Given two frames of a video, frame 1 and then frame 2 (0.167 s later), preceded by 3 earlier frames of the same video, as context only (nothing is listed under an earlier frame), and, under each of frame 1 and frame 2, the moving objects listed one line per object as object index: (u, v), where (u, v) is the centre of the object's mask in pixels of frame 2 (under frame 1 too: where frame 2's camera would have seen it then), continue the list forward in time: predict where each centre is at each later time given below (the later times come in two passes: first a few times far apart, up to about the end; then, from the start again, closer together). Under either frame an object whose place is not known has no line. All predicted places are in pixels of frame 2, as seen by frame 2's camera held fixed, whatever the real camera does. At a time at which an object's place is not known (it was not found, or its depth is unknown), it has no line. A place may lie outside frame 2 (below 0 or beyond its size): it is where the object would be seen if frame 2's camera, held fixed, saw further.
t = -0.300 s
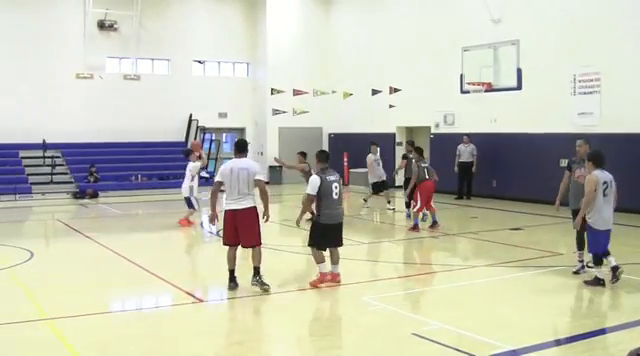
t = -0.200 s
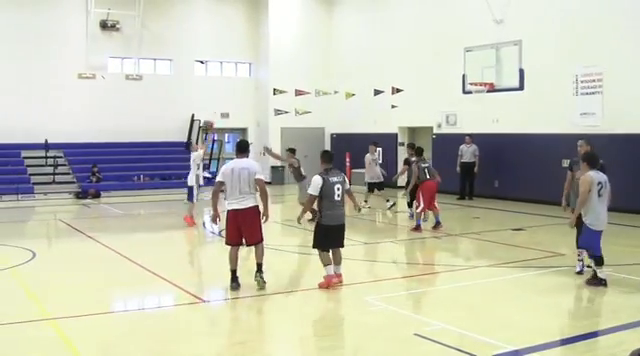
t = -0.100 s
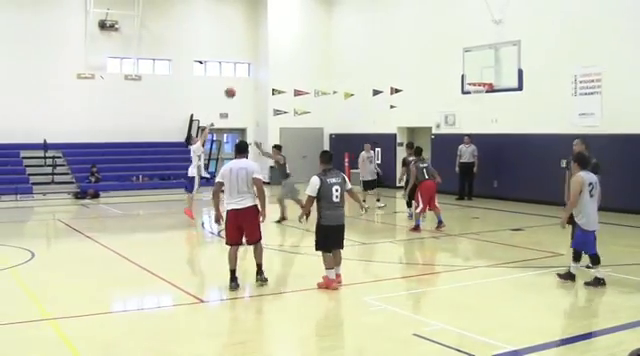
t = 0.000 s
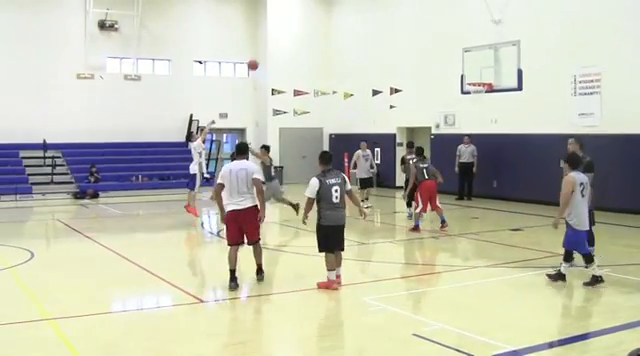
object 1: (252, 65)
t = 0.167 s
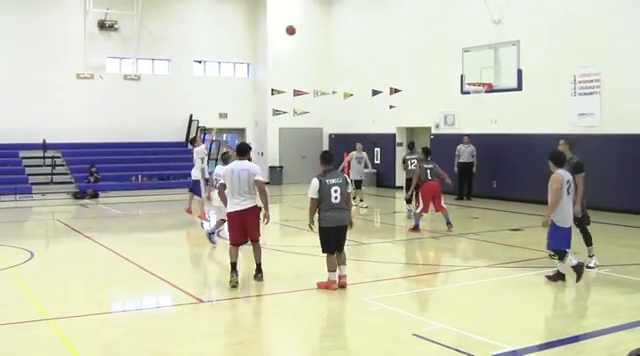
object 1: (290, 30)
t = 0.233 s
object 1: (305, 20)
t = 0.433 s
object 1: (349, 4)
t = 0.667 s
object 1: (399, 6)
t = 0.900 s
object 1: (447, 34)
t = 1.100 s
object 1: (485, 76)
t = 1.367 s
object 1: (493, 62)
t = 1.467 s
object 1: (490, 62)
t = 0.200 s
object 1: (298, 25)
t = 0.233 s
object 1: (305, 20)
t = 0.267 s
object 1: (313, 16)
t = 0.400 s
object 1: (342, 5)
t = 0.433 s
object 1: (349, 4)
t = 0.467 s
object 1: (357, 3)
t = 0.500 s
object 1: (364, 3)
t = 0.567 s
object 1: (378, 3)
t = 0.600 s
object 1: (385, 4)
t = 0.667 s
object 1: (399, 6)
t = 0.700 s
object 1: (406, 9)
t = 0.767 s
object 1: (420, 15)
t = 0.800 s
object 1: (427, 19)
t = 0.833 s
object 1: (433, 23)
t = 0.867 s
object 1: (440, 29)
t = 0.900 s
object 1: (447, 34)
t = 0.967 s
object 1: (460, 46)
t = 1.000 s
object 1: (466, 52)
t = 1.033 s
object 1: (472, 60)
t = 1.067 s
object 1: (479, 68)
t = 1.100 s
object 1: (485, 76)
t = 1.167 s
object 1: (497, 74)
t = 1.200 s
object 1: (497, 71)
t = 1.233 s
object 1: (496, 69)
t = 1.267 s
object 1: (496, 66)
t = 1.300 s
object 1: (495, 64)
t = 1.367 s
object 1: (493, 62)
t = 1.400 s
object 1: (492, 61)
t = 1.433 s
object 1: (491, 61)
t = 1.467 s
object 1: (490, 62)
